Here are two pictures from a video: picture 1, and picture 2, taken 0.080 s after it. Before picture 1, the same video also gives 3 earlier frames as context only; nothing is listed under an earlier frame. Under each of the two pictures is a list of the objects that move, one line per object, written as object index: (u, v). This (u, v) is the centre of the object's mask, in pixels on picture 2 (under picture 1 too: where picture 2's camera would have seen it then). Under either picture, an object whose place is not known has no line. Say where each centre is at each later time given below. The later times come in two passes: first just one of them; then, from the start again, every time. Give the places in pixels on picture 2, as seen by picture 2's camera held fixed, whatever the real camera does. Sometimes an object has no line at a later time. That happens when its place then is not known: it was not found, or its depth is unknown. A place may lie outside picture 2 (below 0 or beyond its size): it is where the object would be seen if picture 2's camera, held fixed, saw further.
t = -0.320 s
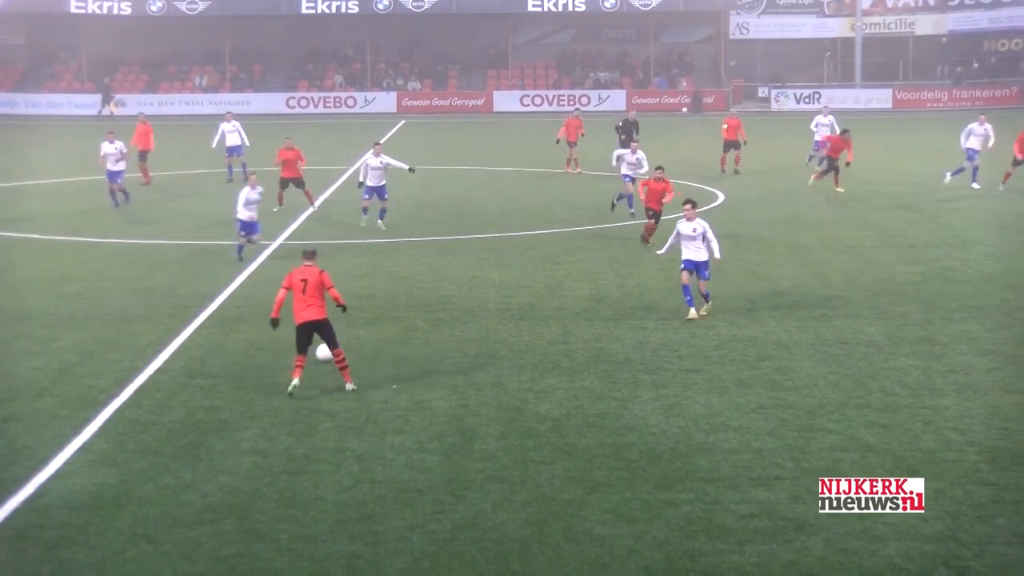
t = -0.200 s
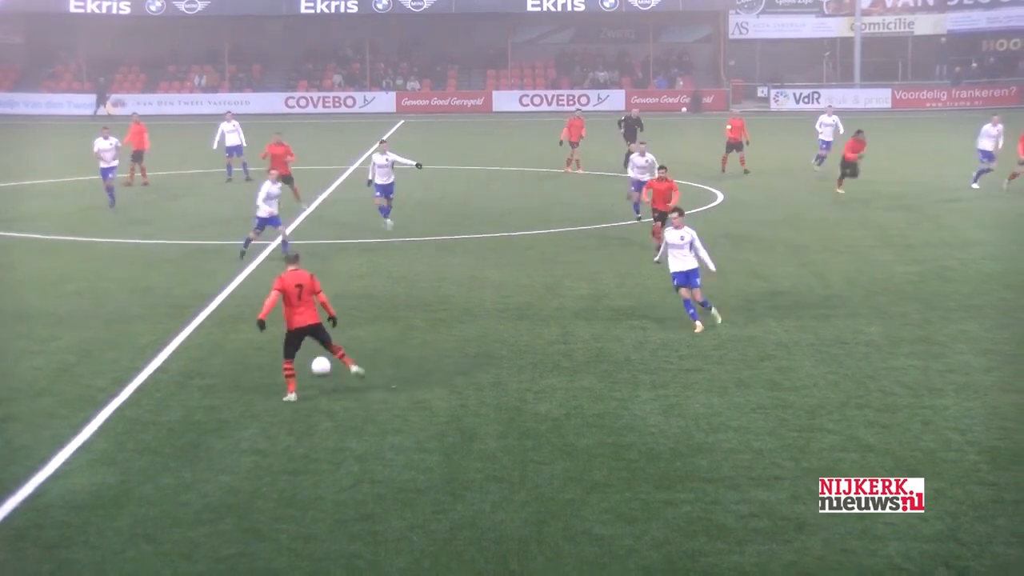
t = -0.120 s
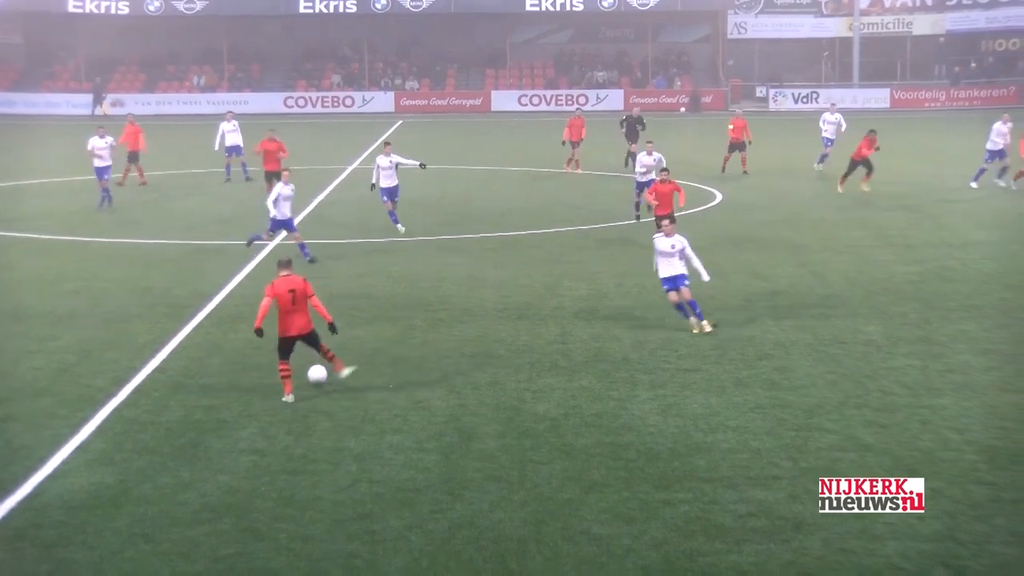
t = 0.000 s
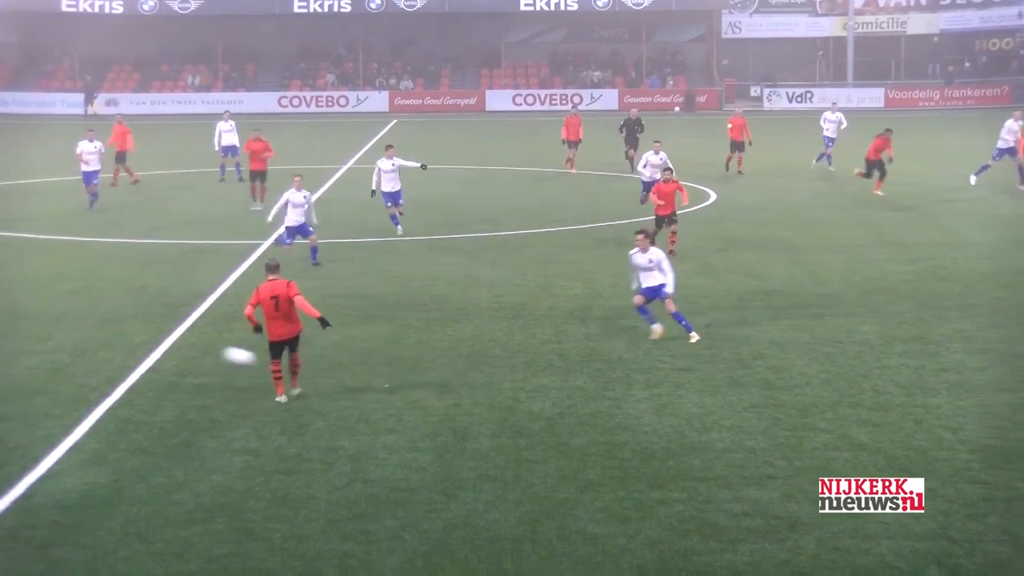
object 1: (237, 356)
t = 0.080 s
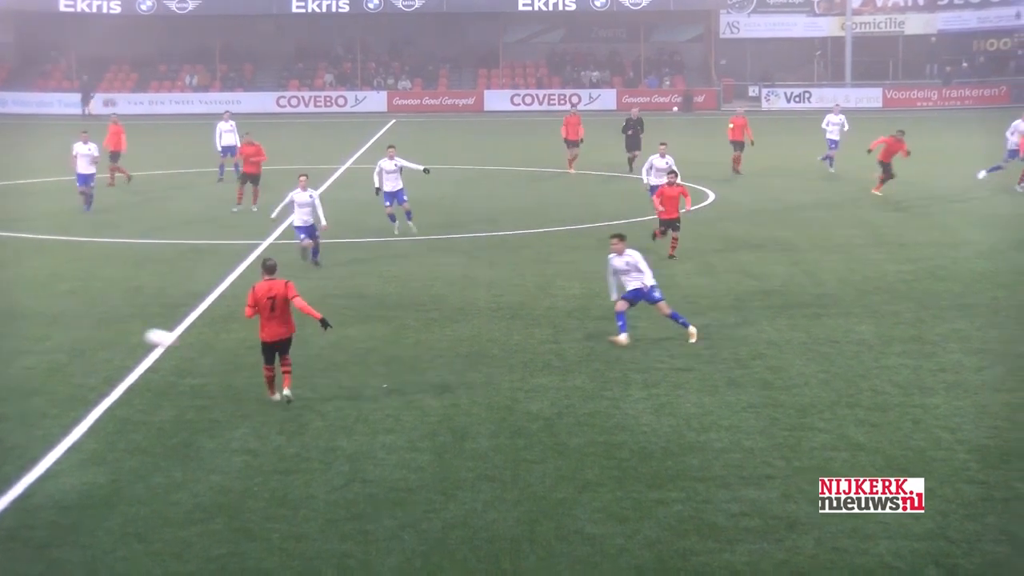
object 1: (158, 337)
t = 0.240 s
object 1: (11, 316)
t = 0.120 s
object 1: (122, 330)
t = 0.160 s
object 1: (84, 324)
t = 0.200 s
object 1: (48, 319)
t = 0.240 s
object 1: (11, 316)
